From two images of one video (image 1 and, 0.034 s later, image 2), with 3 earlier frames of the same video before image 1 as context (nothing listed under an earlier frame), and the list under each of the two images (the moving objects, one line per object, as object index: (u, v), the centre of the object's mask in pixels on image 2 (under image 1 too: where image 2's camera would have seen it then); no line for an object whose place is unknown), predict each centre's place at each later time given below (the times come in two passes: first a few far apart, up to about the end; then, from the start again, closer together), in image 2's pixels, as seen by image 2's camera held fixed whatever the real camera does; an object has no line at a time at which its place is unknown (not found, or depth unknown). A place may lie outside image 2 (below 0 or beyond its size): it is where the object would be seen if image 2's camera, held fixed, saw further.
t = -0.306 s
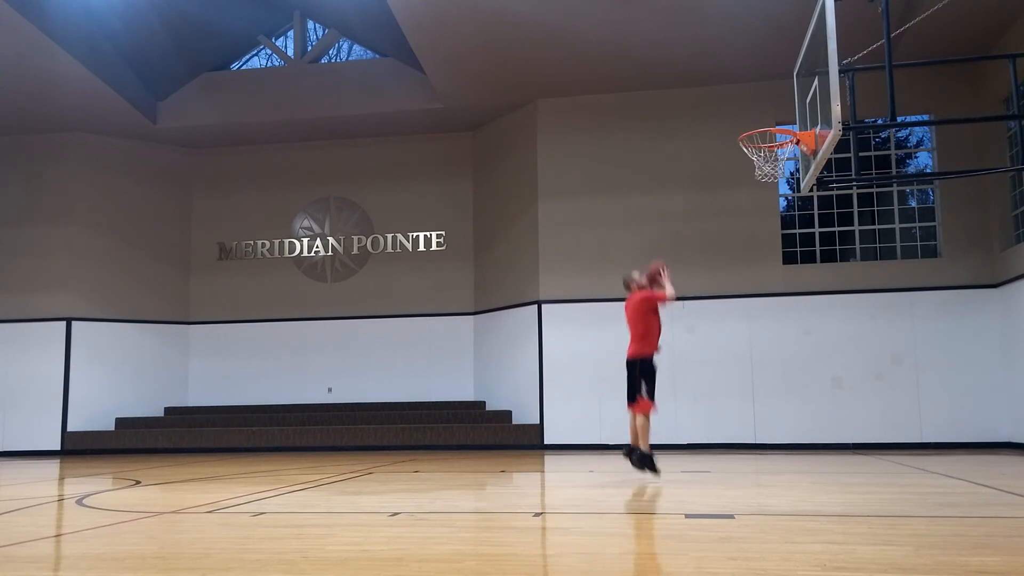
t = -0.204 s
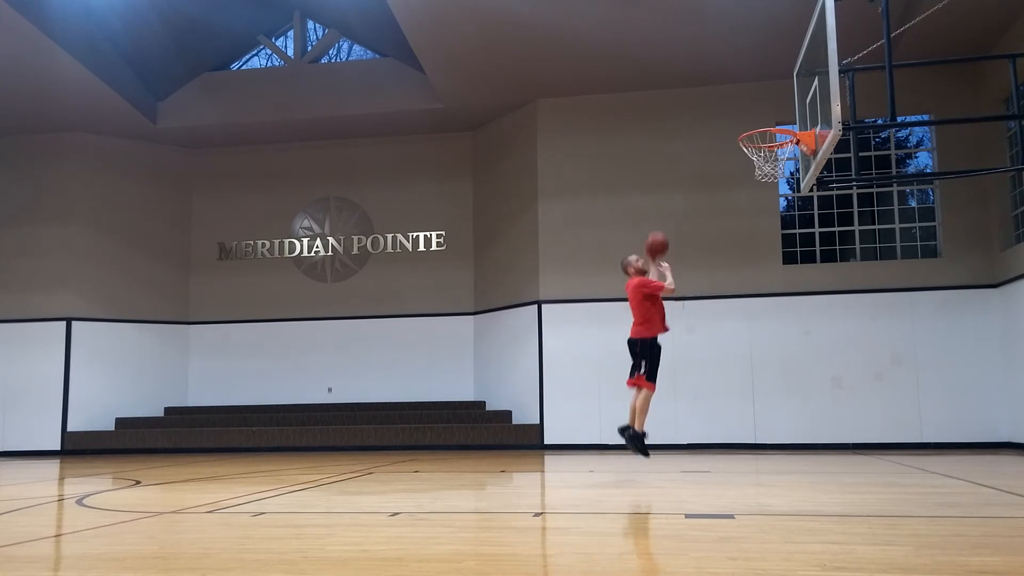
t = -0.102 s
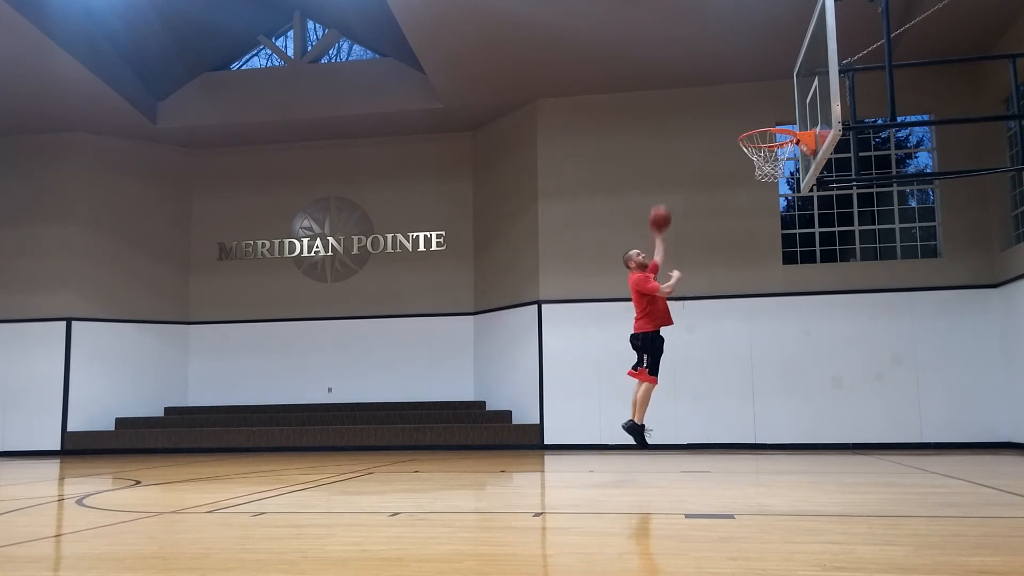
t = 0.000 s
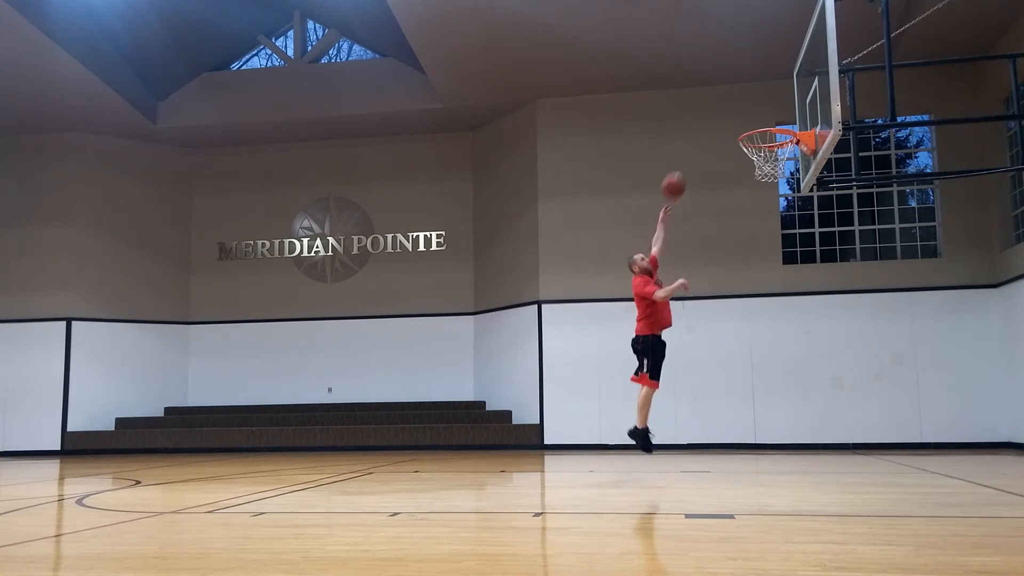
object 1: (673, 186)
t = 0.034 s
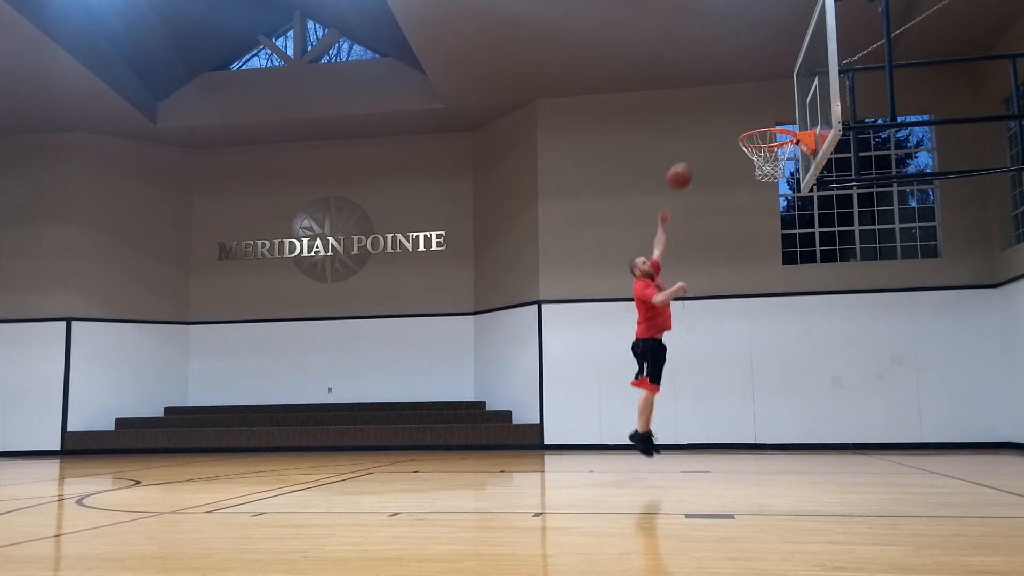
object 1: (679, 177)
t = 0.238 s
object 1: (715, 143)
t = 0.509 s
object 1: (771, 155)
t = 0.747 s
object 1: (824, 246)
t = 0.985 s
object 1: (891, 405)
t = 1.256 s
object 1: (921, 363)
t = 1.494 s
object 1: (931, 286)
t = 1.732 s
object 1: (947, 273)
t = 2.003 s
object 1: (971, 343)
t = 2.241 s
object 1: (999, 474)
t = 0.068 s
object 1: (685, 169)
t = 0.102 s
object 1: (691, 161)
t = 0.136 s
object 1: (696, 155)
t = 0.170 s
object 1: (702, 150)
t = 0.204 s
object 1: (709, 146)
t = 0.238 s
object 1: (715, 143)
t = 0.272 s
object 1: (721, 141)
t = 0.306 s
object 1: (727, 141)
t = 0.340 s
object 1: (731, 141)
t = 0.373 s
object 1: (736, 142)
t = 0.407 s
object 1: (741, 146)
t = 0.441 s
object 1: (754, 140)
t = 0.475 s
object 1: (760, 142)
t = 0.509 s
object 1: (771, 155)
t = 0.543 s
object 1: (785, 168)
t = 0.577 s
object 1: (788, 179)
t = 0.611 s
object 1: (793, 189)
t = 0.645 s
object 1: (800, 202)
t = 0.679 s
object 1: (807, 213)
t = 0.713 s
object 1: (816, 229)
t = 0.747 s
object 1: (824, 246)
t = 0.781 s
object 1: (834, 263)
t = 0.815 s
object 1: (842, 280)
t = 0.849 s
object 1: (852, 305)
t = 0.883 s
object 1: (861, 326)
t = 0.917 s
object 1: (870, 350)
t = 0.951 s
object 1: (880, 376)
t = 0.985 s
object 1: (891, 405)
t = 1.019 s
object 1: (901, 436)
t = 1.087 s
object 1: (916, 458)
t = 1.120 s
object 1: (917, 437)
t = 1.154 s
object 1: (918, 416)
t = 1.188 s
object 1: (919, 397)
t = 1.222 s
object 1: (920, 380)
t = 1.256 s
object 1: (921, 363)
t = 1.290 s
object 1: (922, 348)
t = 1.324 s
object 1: (923, 334)
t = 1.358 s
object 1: (925, 322)
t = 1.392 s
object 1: (926, 311)
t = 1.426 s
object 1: (928, 301)
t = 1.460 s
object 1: (929, 293)
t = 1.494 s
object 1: (931, 286)
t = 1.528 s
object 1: (934, 280)
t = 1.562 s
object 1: (936, 275)
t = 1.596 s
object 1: (938, 272)
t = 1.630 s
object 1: (940, 271)
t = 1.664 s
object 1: (942, 270)
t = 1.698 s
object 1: (944, 271)
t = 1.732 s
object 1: (947, 273)
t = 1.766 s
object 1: (950, 277)
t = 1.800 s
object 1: (952, 281)
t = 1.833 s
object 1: (955, 288)
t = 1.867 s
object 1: (958, 296)
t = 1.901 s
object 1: (961, 305)
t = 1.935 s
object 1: (964, 316)
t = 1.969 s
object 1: (968, 329)
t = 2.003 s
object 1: (971, 343)
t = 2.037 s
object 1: (975, 359)
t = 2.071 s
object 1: (979, 376)
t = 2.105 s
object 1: (982, 395)
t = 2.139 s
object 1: (986, 414)
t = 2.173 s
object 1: (991, 438)
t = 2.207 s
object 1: (996, 465)
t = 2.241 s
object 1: (999, 474)
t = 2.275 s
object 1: (1001, 457)
